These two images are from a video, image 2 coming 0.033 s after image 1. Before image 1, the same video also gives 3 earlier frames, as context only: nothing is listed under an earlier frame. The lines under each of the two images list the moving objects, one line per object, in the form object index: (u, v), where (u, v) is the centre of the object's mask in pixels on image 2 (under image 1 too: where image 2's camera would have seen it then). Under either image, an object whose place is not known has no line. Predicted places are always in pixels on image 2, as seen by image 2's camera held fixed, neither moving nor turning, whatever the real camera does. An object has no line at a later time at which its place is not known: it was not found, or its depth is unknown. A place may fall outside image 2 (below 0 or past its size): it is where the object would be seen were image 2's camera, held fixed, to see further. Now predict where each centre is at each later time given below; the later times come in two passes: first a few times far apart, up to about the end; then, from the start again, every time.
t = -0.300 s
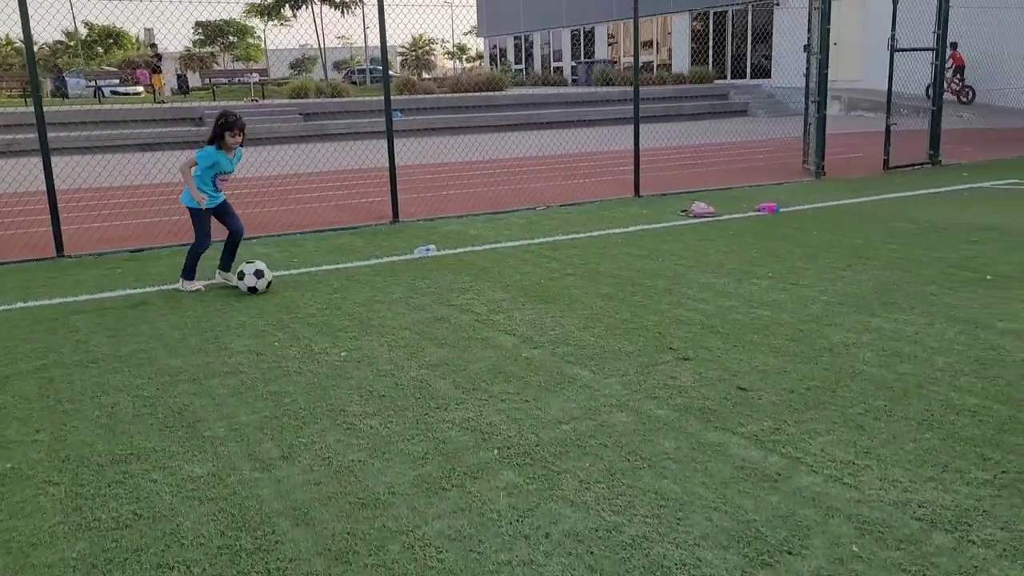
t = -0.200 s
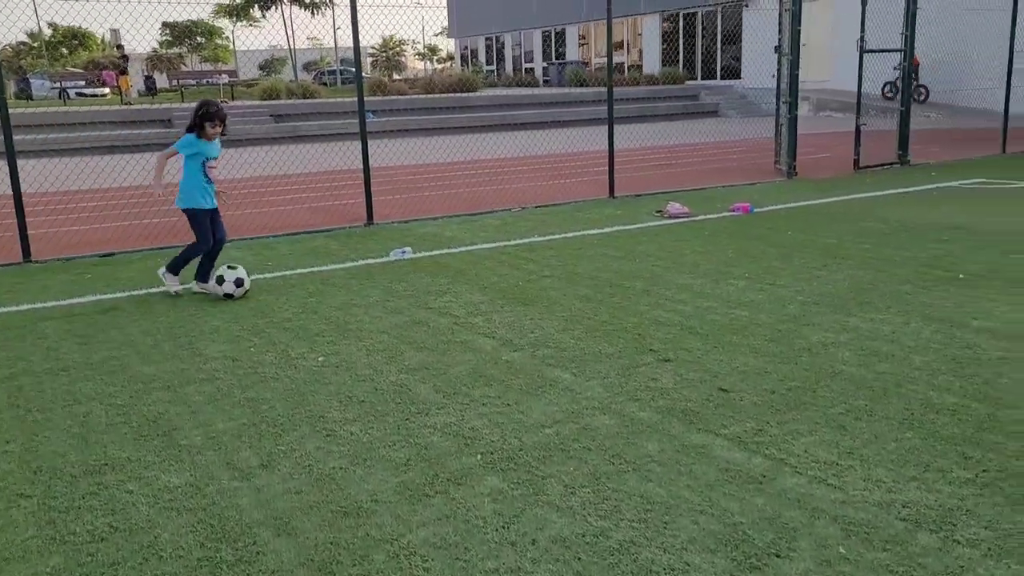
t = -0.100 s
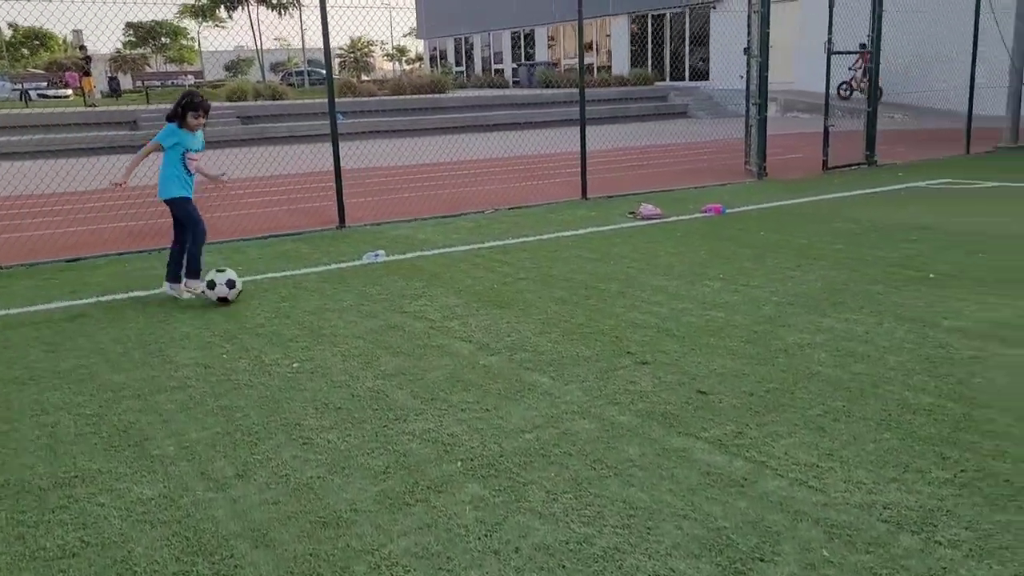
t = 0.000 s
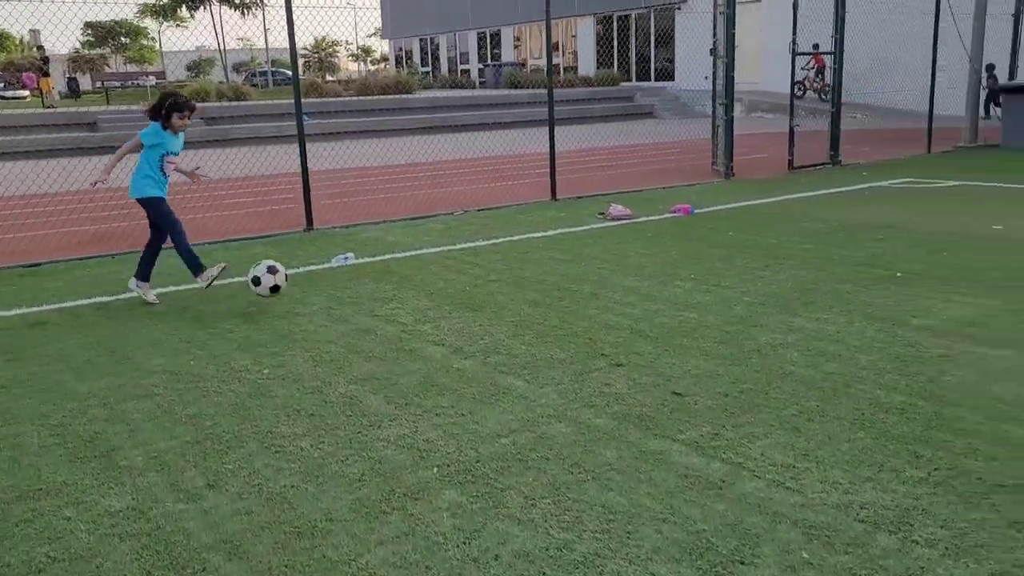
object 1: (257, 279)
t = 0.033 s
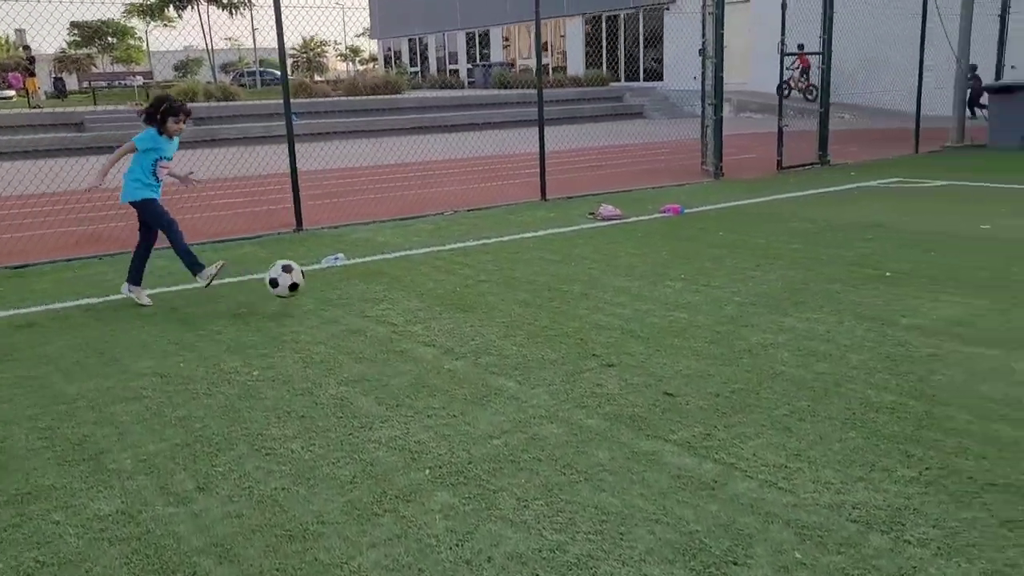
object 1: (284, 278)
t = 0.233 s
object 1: (444, 290)
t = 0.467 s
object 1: (584, 294)
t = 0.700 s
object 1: (696, 295)
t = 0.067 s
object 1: (313, 279)
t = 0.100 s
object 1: (341, 282)
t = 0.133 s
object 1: (369, 287)
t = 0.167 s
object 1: (398, 293)
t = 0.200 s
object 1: (423, 294)
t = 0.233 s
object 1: (444, 290)
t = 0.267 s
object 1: (464, 287)
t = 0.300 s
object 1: (485, 287)
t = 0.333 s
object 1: (506, 288)
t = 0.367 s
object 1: (528, 291)
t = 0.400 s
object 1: (550, 296)
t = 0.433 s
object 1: (568, 296)
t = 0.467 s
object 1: (584, 294)
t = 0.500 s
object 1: (600, 293)
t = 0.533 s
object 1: (615, 293)
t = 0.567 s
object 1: (631, 296)
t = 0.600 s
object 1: (647, 298)
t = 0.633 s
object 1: (663, 295)
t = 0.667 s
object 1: (680, 294)
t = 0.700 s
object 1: (696, 295)
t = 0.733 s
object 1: (713, 297)
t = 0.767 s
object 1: (729, 295)
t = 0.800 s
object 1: (745, 294)
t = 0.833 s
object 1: (760, 294)
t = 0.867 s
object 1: (776, 296)
